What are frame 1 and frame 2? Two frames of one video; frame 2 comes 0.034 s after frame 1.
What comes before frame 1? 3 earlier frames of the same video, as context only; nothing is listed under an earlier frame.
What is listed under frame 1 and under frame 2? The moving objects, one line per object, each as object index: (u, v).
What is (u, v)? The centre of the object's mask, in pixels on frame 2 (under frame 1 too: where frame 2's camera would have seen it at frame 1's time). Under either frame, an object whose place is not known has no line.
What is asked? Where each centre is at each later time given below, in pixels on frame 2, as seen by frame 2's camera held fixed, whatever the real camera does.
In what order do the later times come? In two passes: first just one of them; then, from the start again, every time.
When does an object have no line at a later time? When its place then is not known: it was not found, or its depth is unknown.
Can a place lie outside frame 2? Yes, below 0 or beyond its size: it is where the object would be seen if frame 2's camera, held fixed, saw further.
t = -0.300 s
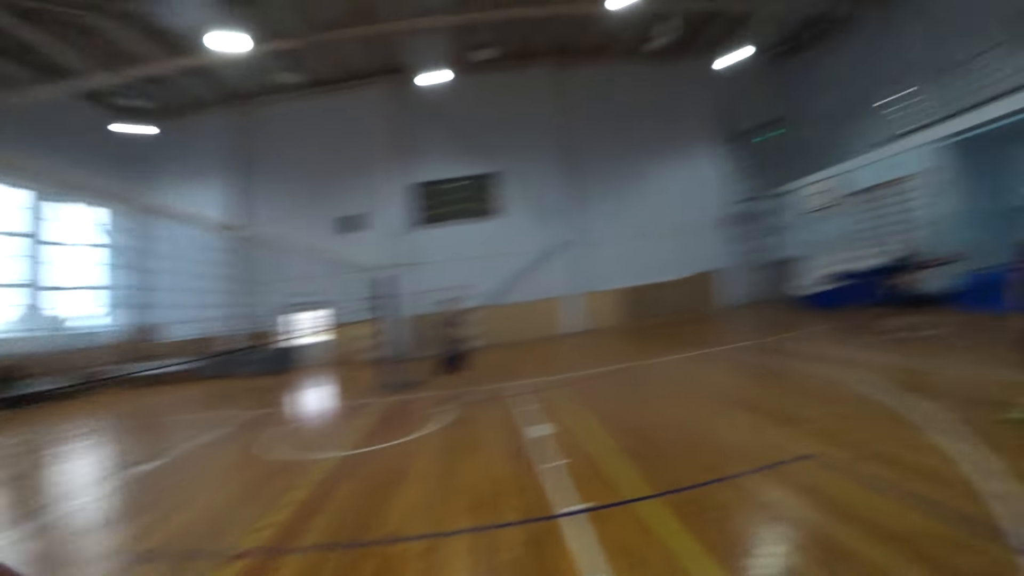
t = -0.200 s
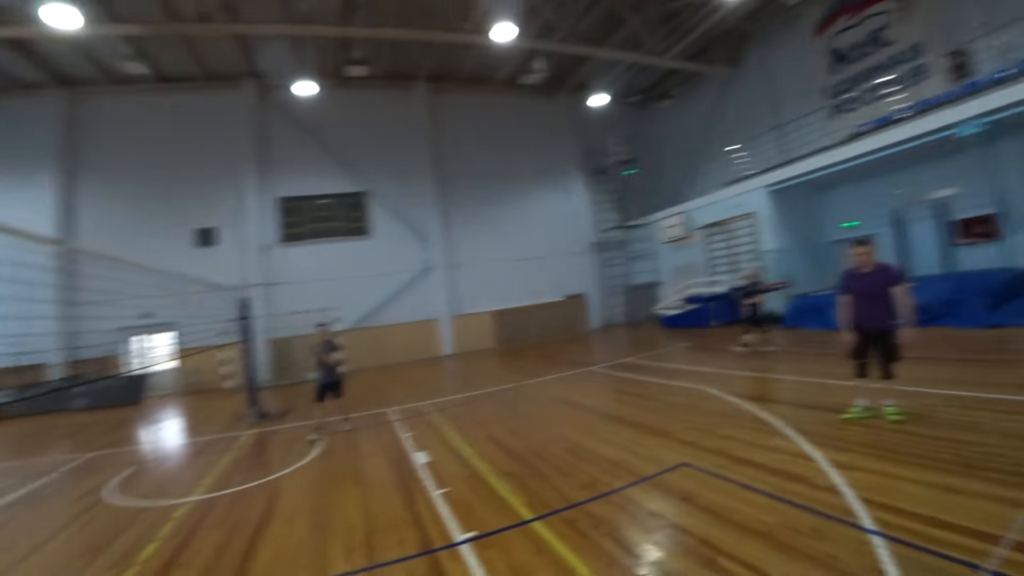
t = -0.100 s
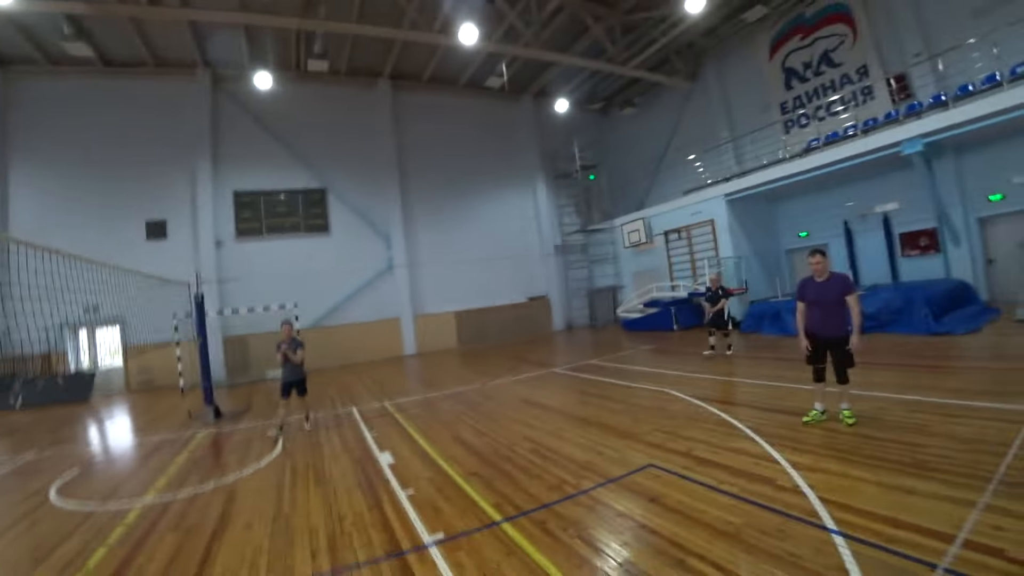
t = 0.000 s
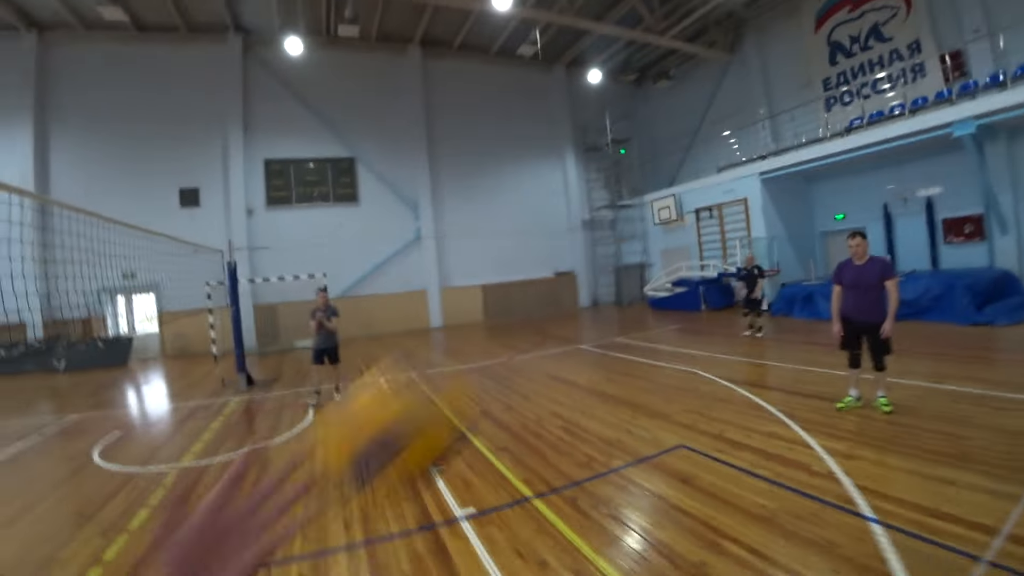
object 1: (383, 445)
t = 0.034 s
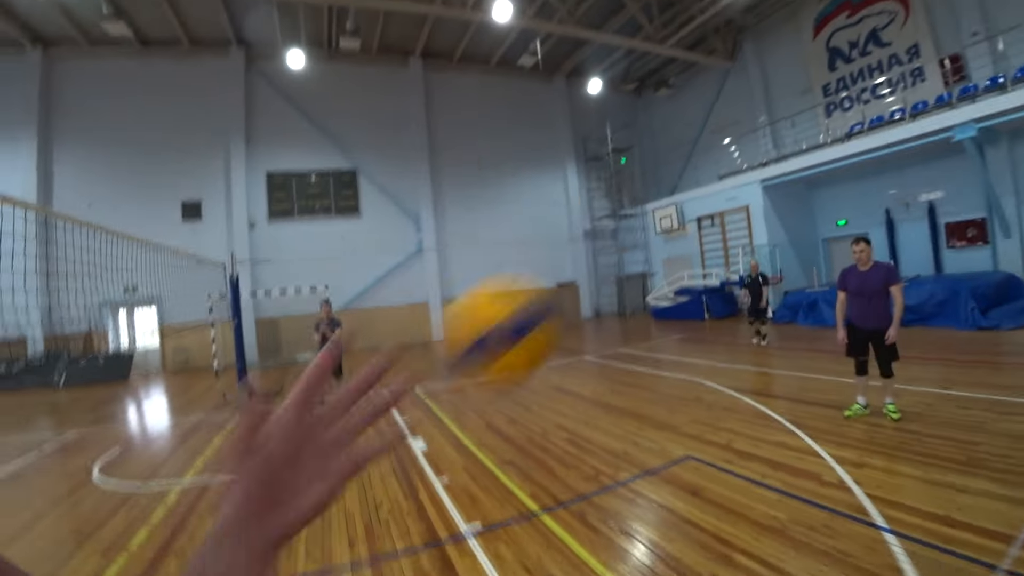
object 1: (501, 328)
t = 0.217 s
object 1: (702, 145)
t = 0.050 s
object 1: (533, 296)
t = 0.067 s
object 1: (570, 256)
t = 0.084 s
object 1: (592, 235)
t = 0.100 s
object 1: (613, 212)
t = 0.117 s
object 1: (634, 194)
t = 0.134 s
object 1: (646, 183)
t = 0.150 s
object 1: (660, 172)
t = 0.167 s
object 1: (673, 163)
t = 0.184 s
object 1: (684, 156)
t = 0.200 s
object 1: (692, 150)
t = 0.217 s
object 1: (702, 145)
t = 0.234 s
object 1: (710, 141)
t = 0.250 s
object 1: (717, 138)
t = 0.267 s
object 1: (723, 136)
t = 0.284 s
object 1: (729, 134)
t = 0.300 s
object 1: (735, 134)
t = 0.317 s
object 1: (739, 133)
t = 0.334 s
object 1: (745, 132)
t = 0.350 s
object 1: (750, 132)
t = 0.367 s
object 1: (754, 133)
